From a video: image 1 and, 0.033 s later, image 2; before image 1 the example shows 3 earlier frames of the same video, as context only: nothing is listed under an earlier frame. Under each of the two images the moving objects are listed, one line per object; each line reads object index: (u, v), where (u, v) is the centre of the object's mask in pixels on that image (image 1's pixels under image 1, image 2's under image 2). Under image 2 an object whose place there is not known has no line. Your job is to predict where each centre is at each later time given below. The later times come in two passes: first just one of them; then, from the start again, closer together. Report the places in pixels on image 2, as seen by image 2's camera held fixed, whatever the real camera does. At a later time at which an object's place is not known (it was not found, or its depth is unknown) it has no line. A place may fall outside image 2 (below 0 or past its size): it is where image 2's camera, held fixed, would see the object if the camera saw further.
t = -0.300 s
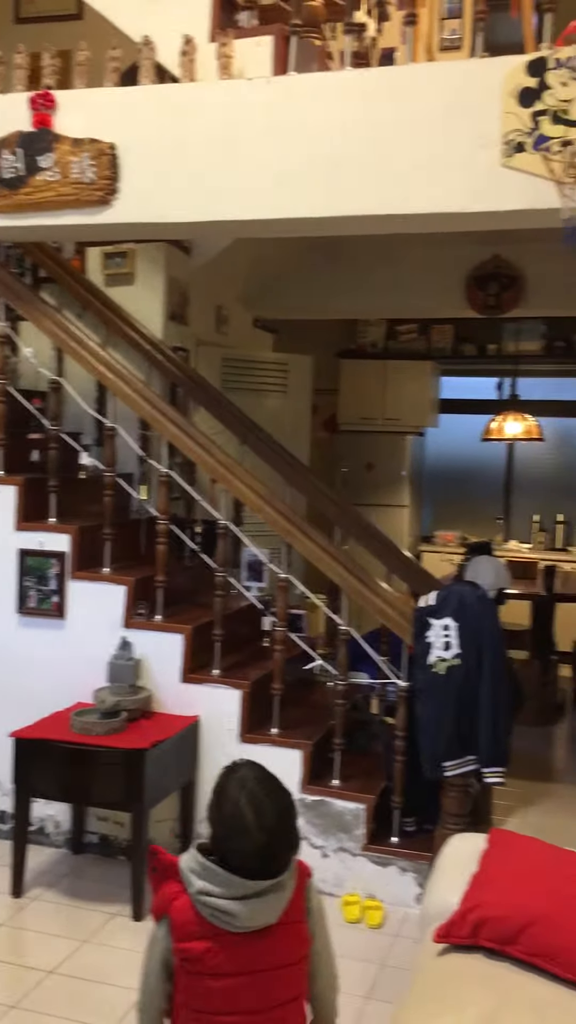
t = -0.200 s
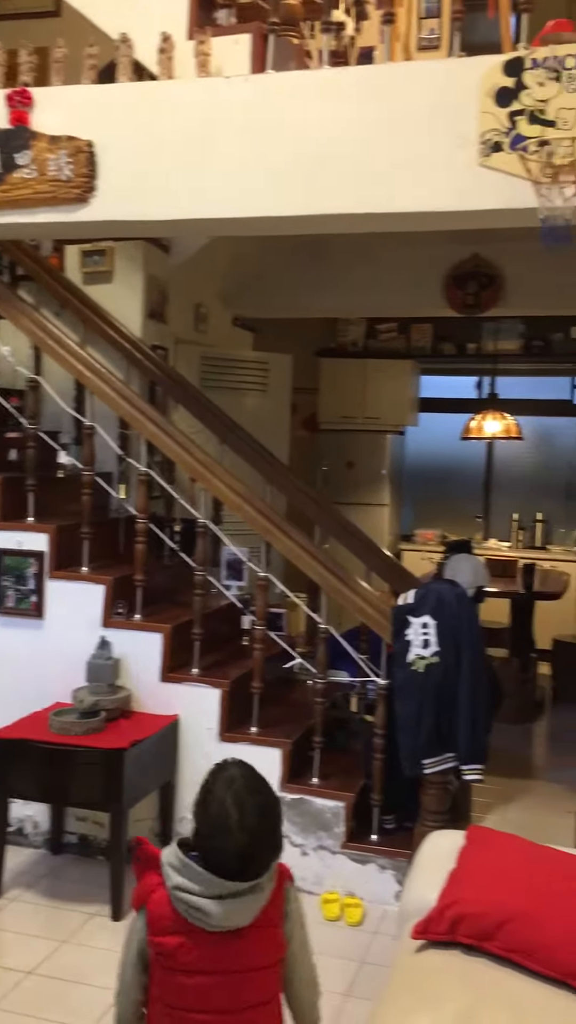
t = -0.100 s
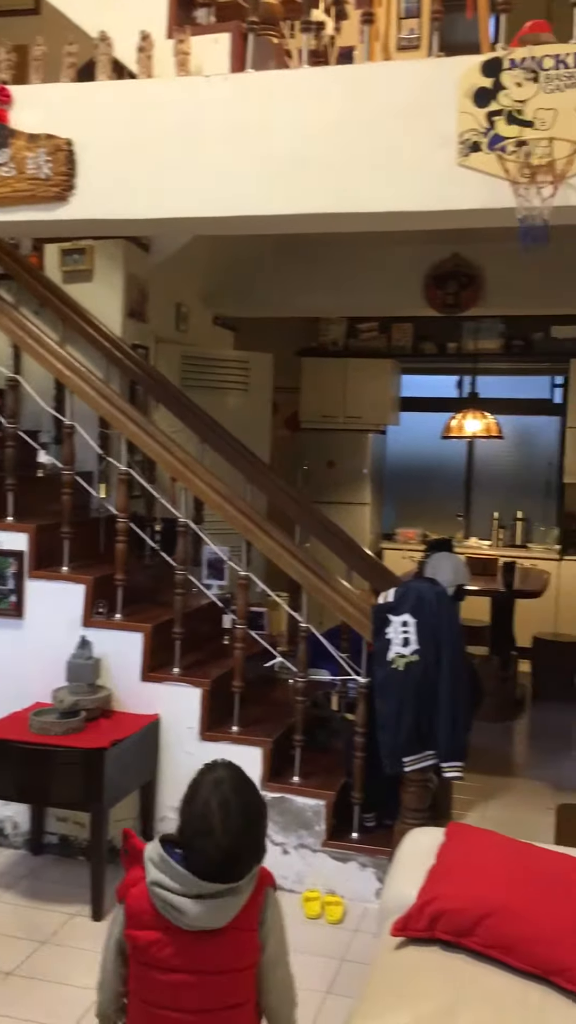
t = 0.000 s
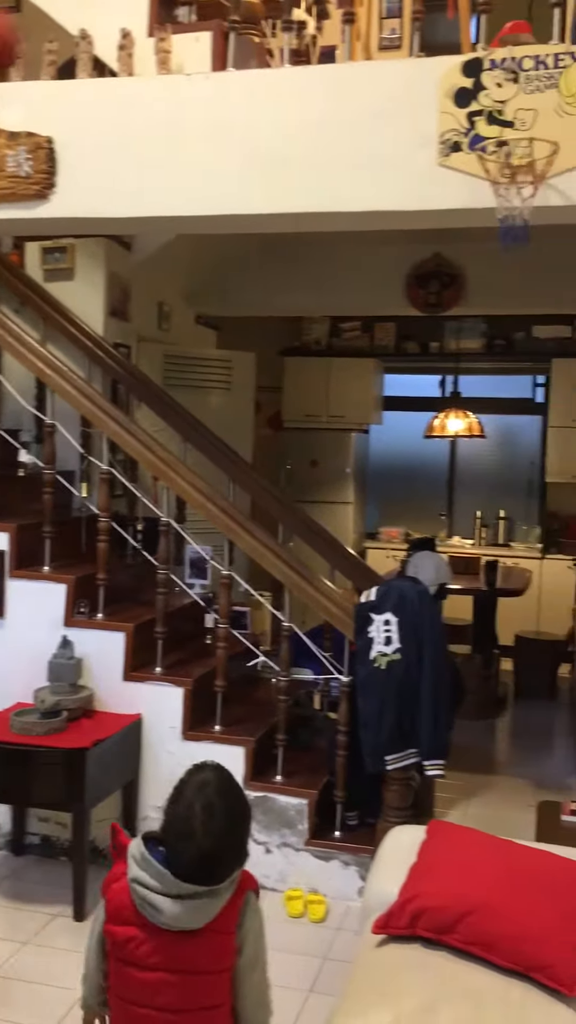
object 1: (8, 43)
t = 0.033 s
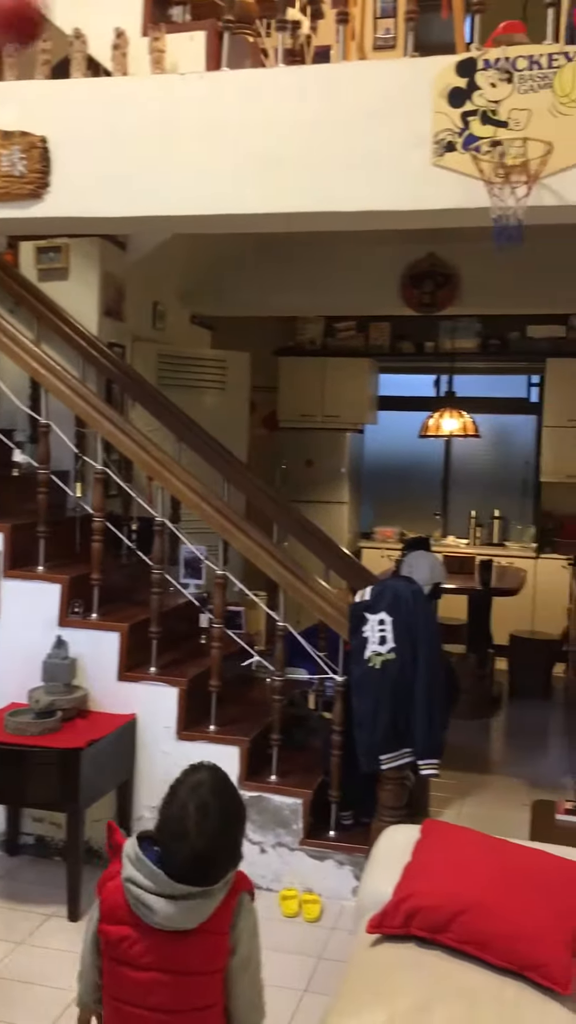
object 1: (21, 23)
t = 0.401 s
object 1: (334, 11)
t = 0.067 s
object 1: (55, 10)
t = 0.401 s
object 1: (334, 11)
